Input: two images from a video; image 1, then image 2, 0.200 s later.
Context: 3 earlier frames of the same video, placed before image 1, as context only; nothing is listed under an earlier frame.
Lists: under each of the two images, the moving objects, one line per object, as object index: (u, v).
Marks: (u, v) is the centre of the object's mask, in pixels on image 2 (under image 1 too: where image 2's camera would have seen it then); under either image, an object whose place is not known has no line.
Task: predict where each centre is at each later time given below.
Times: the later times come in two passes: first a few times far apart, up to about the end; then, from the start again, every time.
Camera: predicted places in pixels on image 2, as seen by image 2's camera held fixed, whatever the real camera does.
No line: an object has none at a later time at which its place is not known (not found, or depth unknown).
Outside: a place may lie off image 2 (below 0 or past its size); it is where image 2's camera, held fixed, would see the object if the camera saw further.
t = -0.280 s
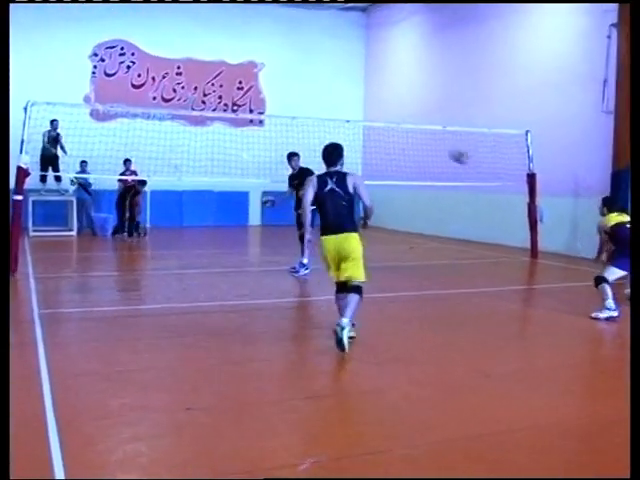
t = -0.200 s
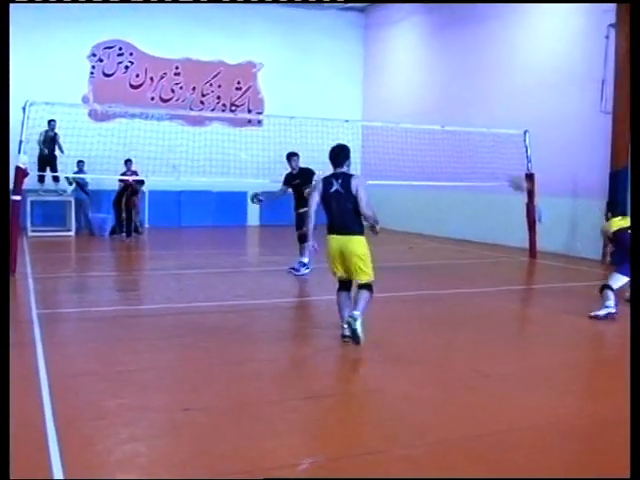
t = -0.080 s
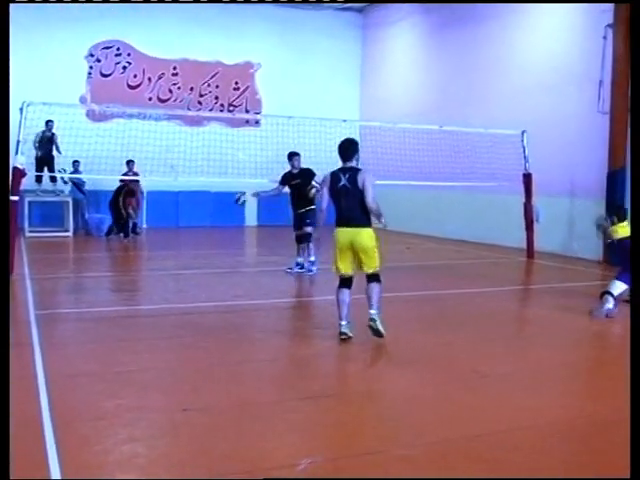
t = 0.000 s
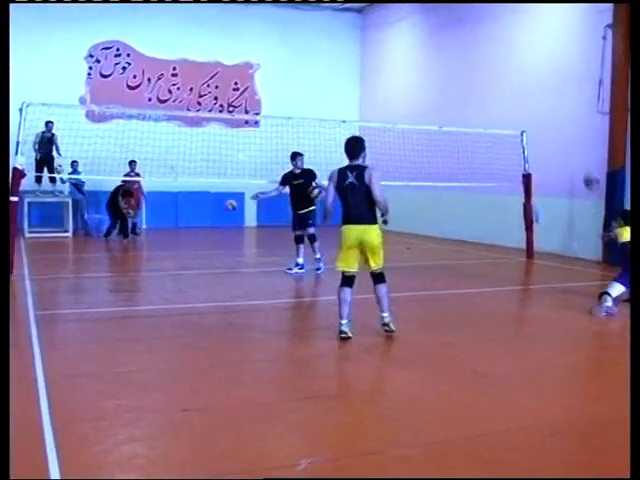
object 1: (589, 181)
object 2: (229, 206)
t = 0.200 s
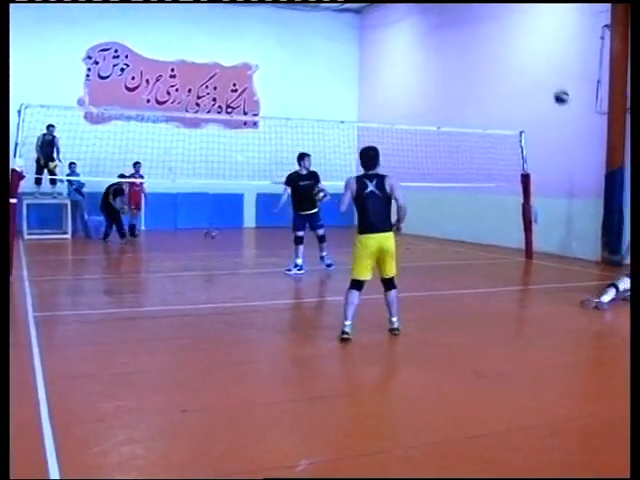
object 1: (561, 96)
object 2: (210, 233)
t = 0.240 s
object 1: (558, 82)
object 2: (204, 239)
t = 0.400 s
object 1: (535, 45)
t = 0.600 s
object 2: (176, 213)
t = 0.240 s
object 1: (558, 82)
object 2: (204, 239)
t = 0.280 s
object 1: (551, 71)
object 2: (202, 249)
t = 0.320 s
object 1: (546, 61)
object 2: (198, 246)
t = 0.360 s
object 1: (541, 52)
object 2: (193, 238)
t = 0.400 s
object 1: (535, 45)
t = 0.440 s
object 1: (530, 38)
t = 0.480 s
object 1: (524, 33)
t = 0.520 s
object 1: (519, 28)
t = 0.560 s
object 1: (514, 26)
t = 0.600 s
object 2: (176, 213)
